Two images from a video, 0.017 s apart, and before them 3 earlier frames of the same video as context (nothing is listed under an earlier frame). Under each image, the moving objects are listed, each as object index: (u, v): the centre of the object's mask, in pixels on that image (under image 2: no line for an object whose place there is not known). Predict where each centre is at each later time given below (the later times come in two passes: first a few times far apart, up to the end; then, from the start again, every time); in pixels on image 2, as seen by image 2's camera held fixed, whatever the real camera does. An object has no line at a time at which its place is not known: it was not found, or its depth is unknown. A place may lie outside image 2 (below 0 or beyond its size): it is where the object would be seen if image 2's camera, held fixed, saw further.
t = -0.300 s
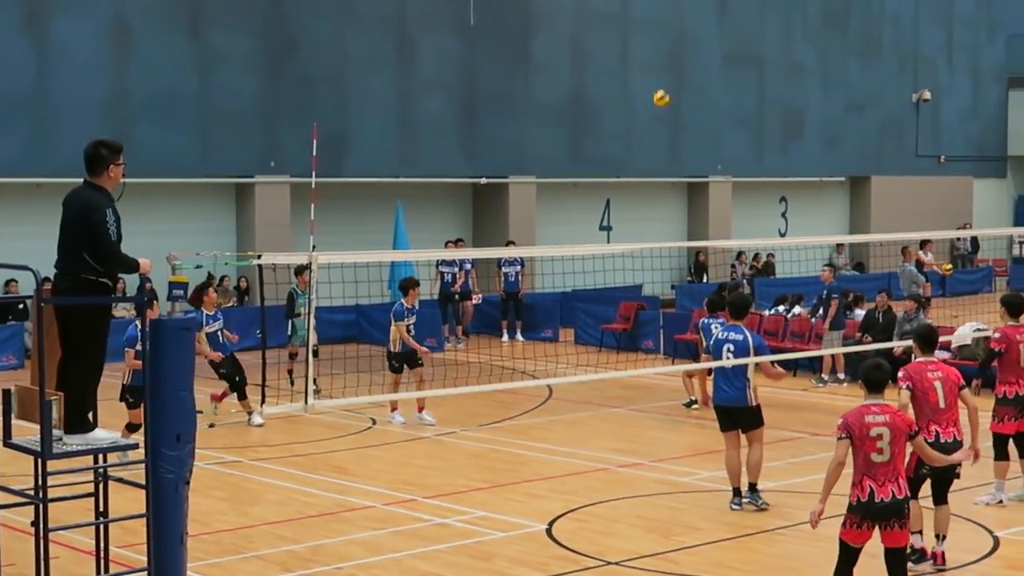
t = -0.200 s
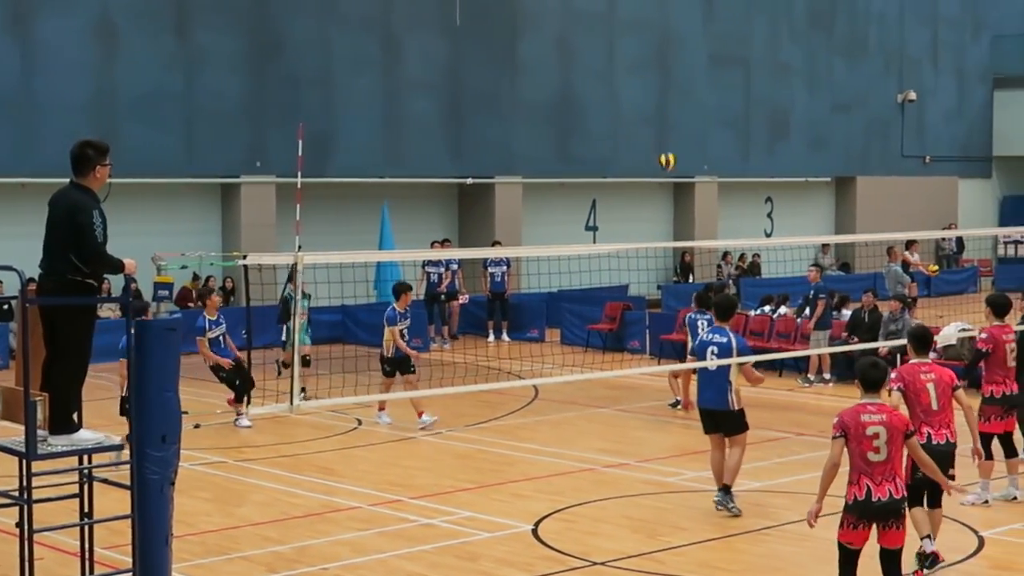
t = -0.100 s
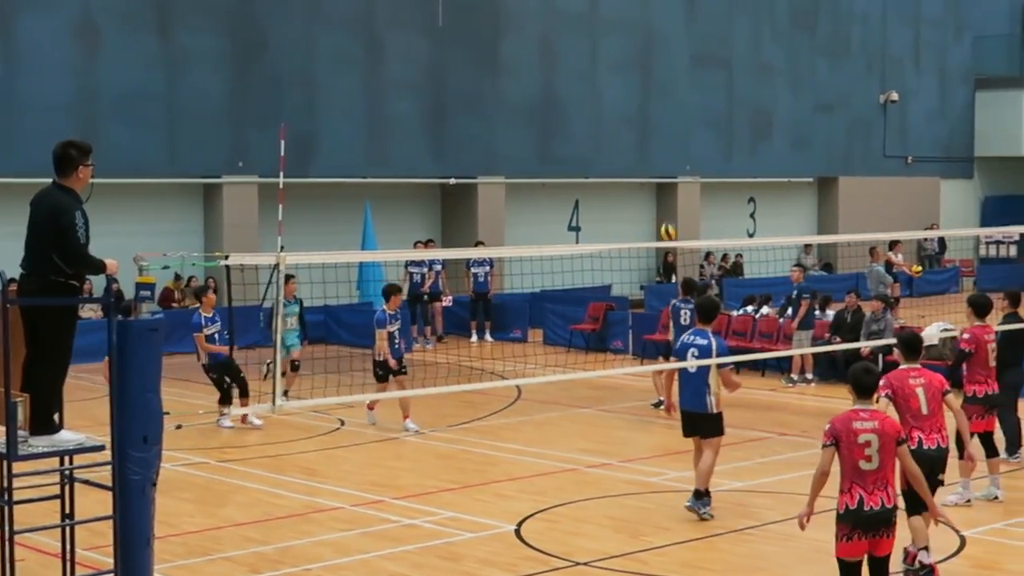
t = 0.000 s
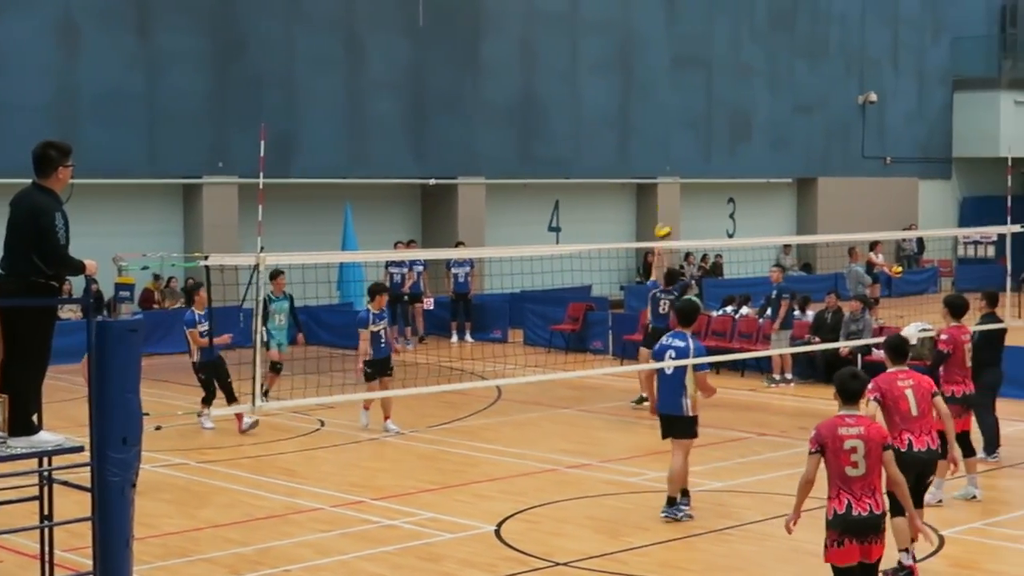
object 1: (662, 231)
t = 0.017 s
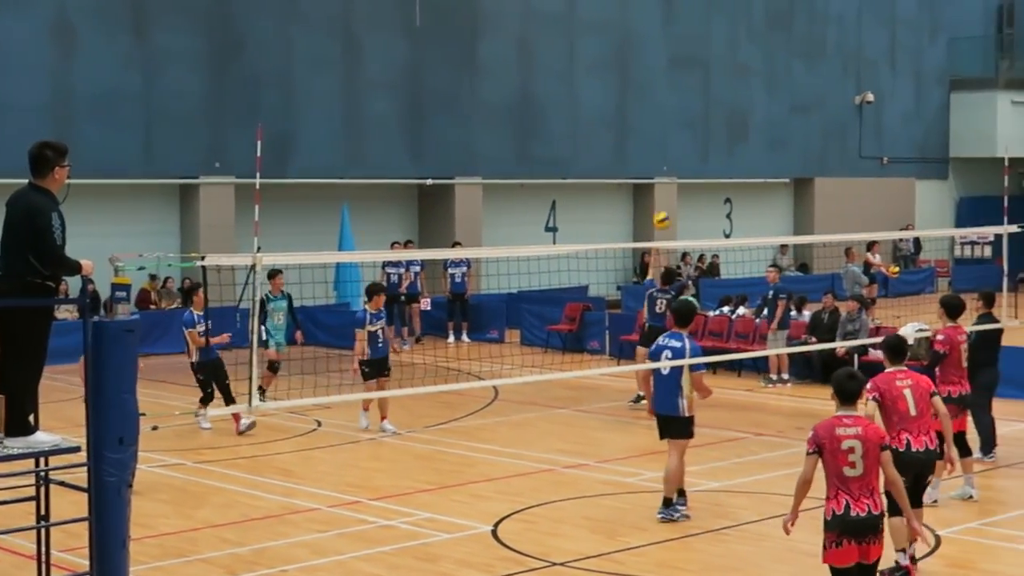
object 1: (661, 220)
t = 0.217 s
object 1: (688, 81)
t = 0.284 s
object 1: (699, 38)
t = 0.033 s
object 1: (664, 207)
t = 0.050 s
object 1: (665, 194)
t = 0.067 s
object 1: (668, 183)
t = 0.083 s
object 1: (670, 171)
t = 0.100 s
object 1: (671, 161)
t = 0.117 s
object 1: (674, 148)
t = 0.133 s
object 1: (676, 135)
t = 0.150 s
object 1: (679, 125)
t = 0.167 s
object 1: (681, 113)
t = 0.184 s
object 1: (684, 103)
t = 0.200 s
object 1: (686, 92)
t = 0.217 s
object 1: (688, 81)
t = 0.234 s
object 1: (691, 70)
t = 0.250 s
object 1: (693, 60)
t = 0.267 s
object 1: (696, 50)
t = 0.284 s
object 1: (699, 38)
